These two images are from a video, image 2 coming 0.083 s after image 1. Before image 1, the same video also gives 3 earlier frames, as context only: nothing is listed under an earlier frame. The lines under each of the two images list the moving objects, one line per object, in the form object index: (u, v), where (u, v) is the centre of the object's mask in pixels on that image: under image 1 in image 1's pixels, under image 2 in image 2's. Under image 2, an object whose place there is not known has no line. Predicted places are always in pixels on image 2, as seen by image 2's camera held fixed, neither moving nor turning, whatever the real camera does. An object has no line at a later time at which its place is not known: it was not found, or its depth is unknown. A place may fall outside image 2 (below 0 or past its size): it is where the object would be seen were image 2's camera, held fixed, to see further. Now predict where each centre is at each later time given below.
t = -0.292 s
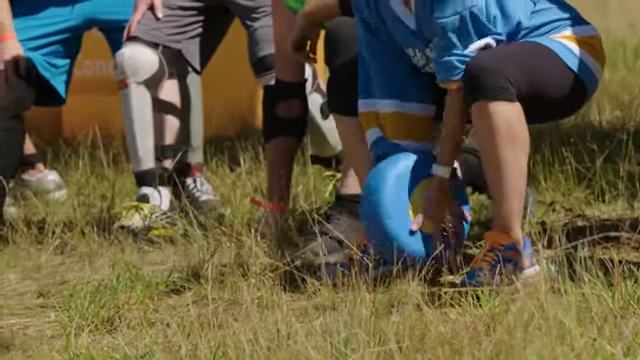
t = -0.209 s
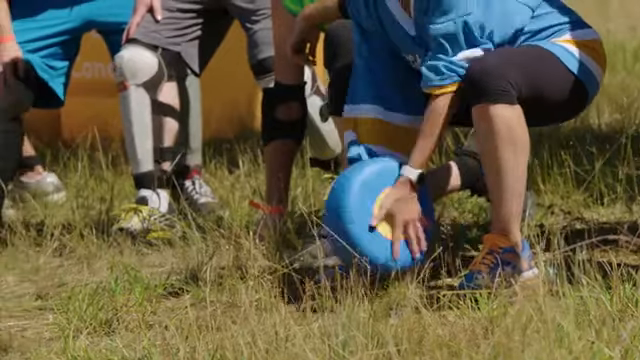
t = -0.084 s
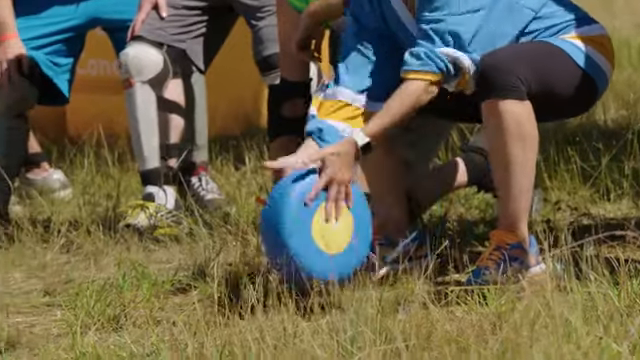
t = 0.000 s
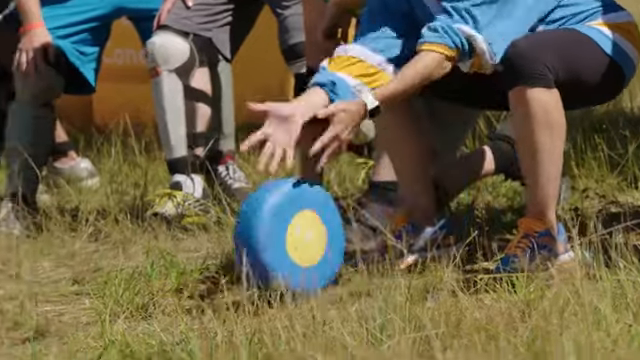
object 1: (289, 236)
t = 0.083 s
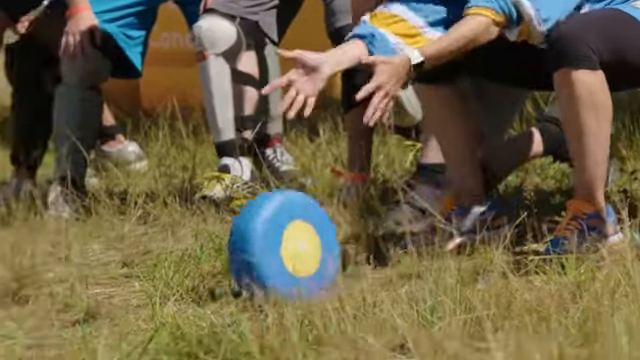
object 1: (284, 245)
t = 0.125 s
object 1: (261, 244)
